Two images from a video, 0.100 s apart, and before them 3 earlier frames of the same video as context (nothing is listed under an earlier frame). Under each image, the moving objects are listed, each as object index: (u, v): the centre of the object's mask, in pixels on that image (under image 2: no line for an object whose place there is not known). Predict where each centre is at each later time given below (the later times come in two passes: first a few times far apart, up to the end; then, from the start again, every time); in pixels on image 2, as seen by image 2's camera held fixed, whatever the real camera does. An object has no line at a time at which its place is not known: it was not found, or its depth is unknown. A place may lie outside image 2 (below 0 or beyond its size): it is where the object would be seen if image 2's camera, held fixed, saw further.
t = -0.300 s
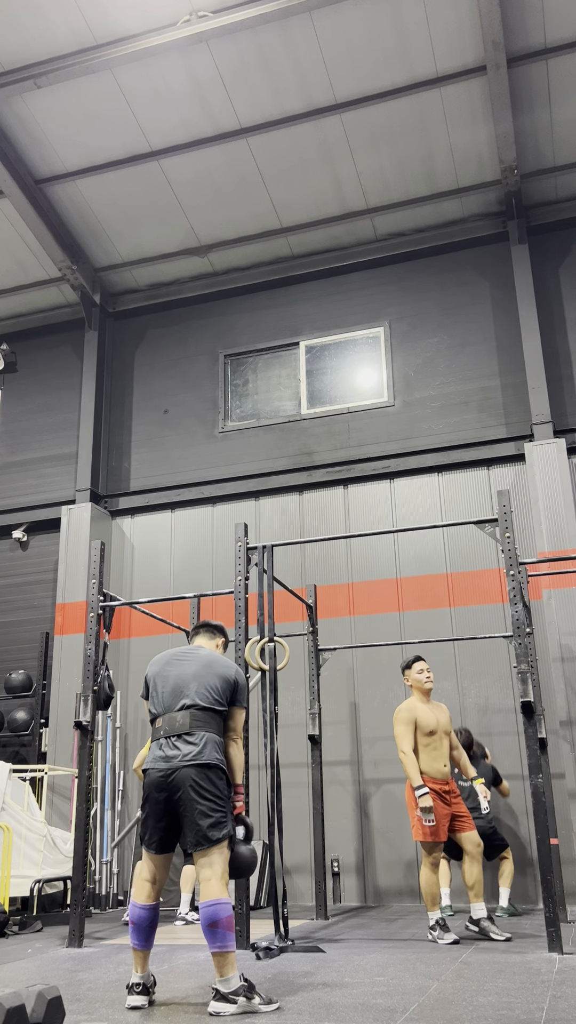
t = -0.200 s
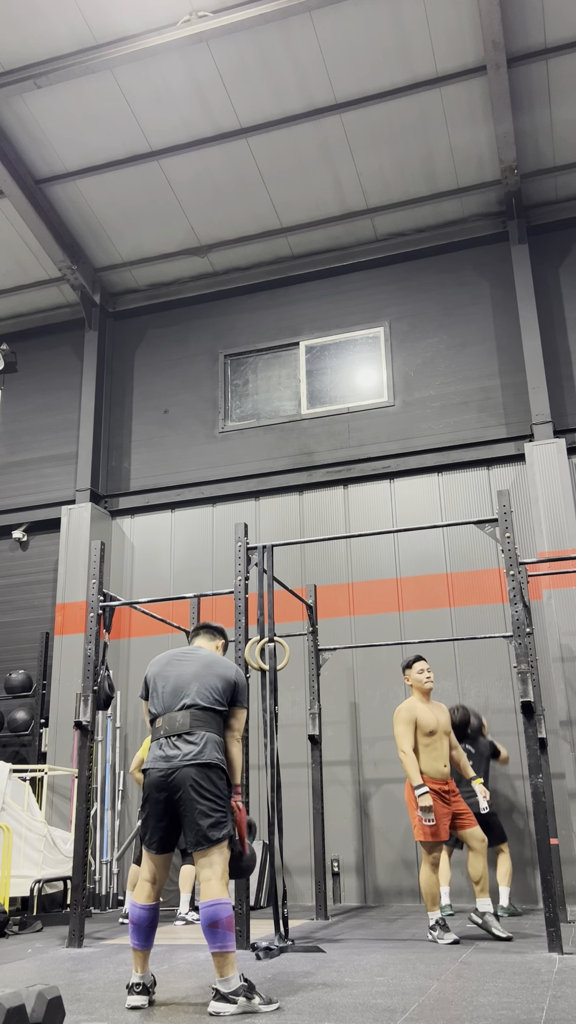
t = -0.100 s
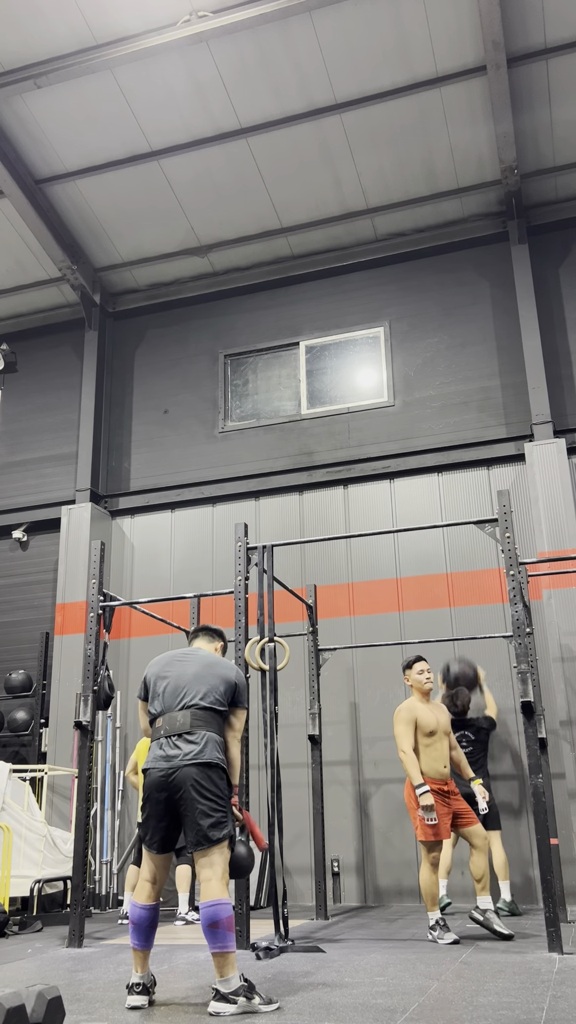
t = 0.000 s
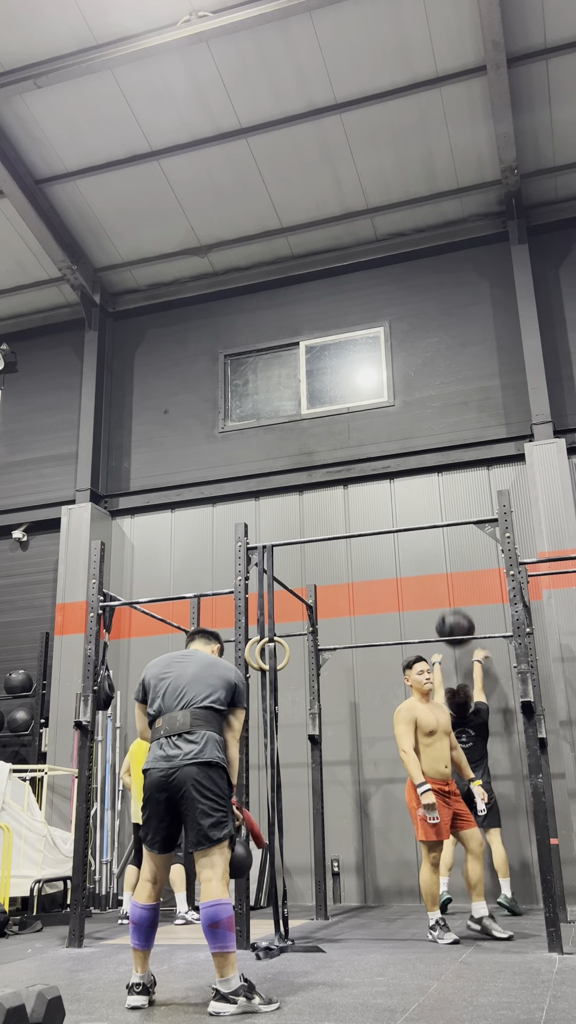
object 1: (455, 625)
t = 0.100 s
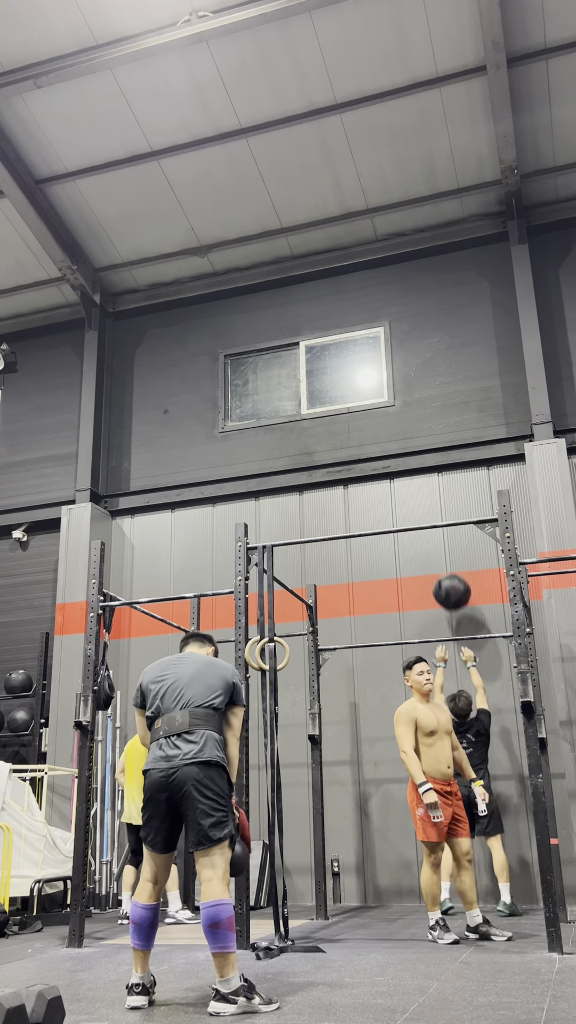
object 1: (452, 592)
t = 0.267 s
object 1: (449, 557)
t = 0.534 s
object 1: (445, 554)
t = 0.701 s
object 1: (445, 584)
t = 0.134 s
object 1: (451, 582)
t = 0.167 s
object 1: (450, 574)
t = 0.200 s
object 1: (449, 567)
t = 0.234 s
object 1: (449, 562)
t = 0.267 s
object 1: (449, 557)
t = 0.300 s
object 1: (448, 553)
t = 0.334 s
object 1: (448, 550)
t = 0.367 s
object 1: (448, 550)
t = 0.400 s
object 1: (448, 549)
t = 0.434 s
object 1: (447, 549)
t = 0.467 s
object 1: (446, 549)
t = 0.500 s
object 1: (446, 551)
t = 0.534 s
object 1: (445, 554)
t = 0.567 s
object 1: (445, 557)
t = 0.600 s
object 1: (445, 563)
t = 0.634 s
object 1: (445, 568)
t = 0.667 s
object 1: (445, 576)
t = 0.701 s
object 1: (445, 584)
